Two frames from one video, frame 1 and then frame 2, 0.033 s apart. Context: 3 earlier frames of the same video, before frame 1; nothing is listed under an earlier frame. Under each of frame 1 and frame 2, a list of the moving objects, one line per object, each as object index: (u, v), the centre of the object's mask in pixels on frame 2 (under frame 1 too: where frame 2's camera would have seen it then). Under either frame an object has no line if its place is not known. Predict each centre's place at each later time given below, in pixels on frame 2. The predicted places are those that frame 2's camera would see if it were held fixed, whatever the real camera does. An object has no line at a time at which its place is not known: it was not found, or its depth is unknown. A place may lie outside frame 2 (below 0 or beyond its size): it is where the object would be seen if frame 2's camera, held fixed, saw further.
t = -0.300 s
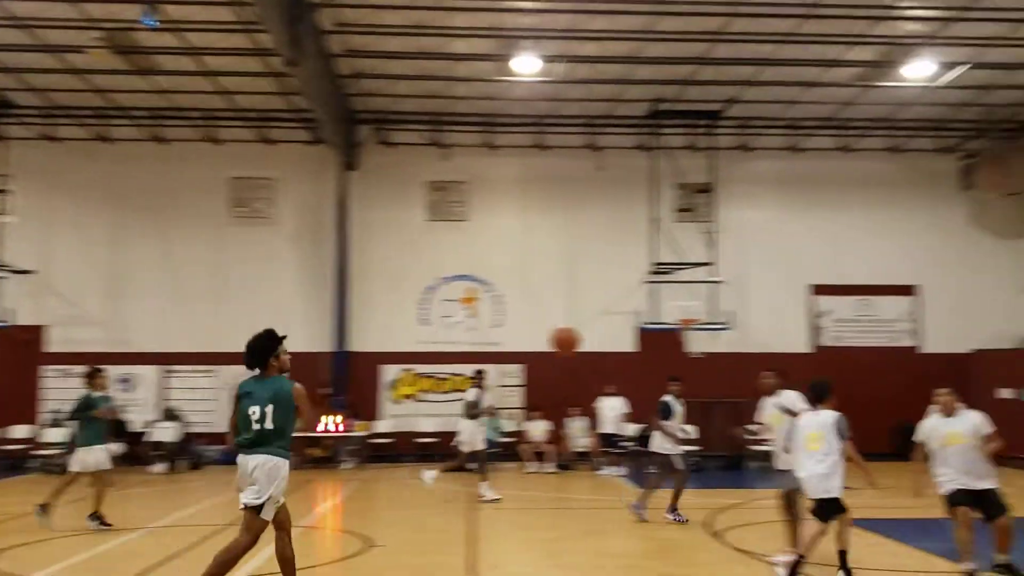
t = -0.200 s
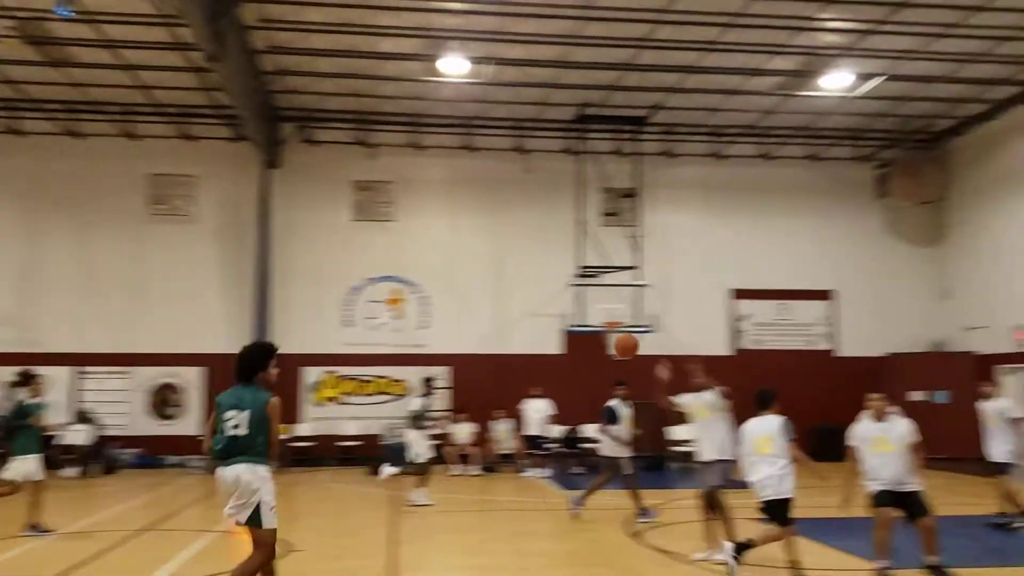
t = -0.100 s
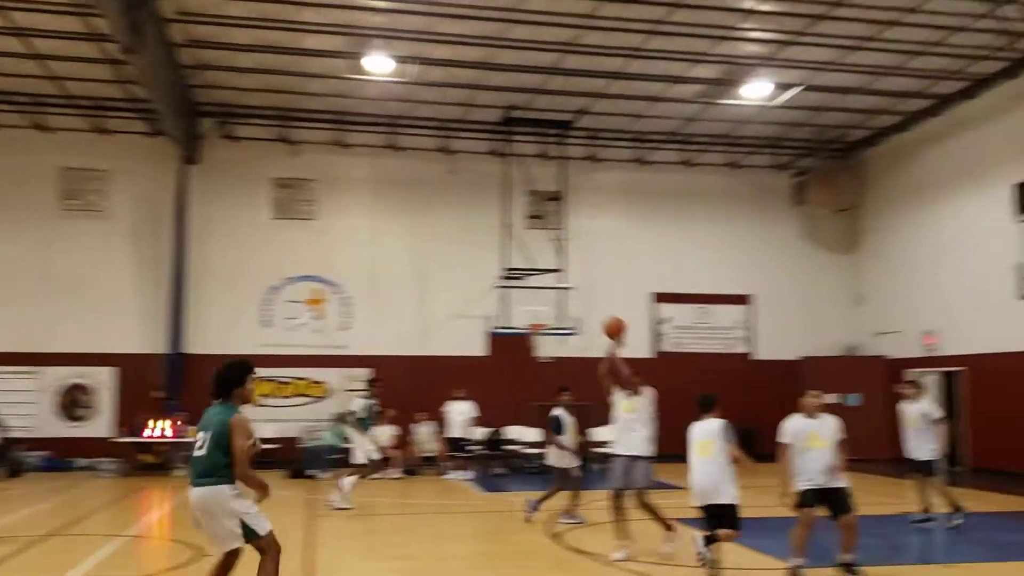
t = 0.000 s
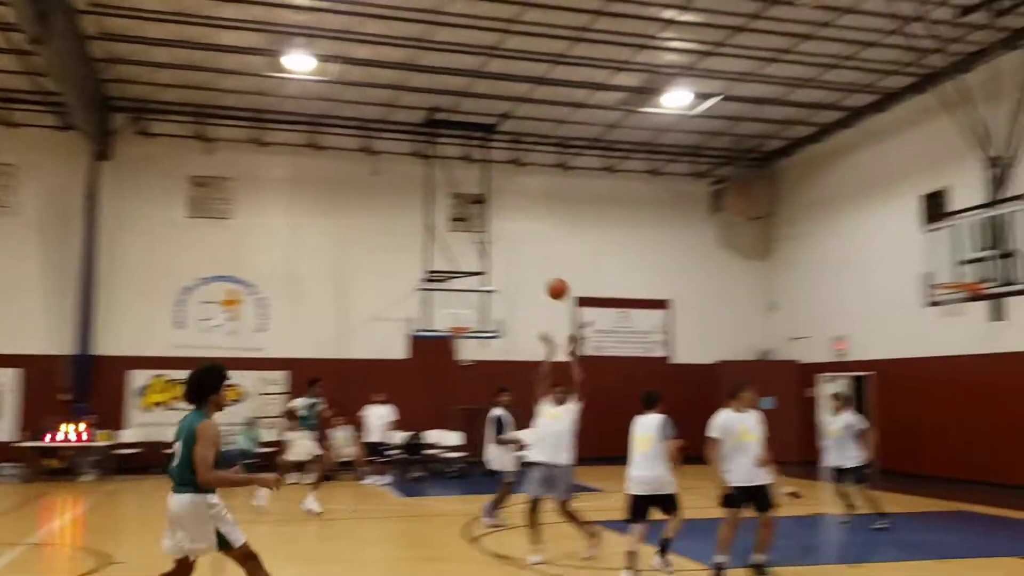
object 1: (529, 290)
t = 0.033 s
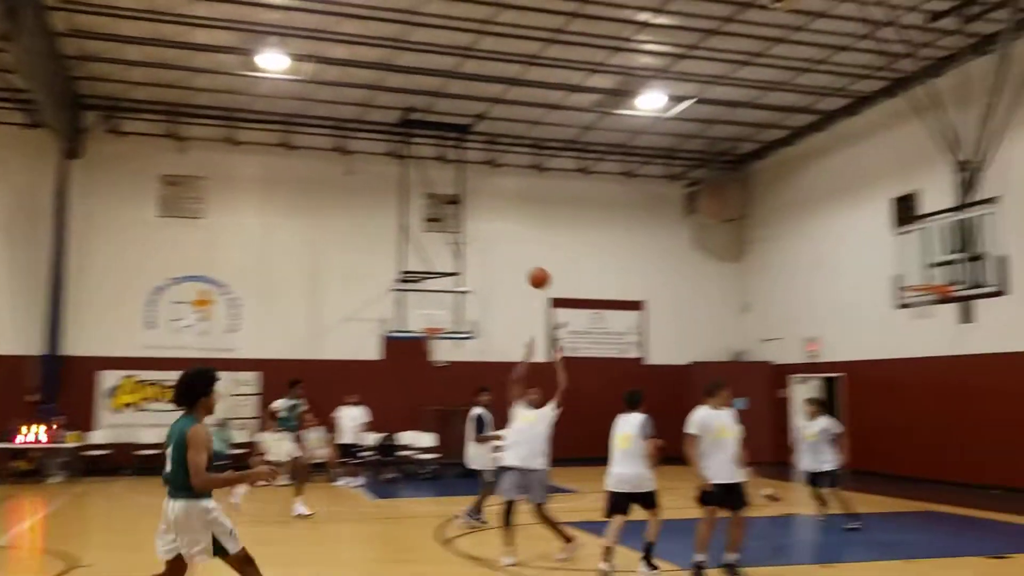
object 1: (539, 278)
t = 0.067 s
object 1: (546, 267)
